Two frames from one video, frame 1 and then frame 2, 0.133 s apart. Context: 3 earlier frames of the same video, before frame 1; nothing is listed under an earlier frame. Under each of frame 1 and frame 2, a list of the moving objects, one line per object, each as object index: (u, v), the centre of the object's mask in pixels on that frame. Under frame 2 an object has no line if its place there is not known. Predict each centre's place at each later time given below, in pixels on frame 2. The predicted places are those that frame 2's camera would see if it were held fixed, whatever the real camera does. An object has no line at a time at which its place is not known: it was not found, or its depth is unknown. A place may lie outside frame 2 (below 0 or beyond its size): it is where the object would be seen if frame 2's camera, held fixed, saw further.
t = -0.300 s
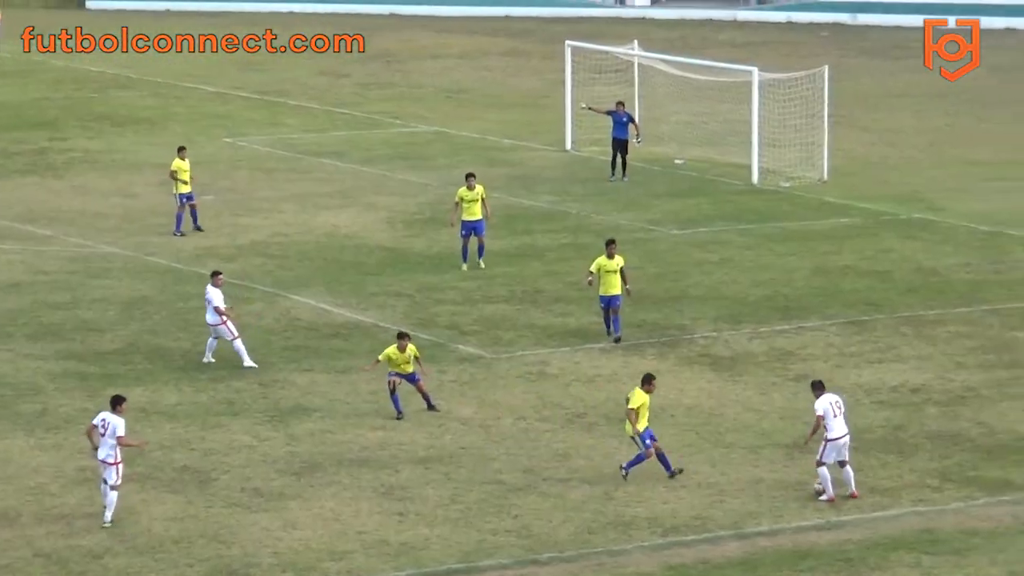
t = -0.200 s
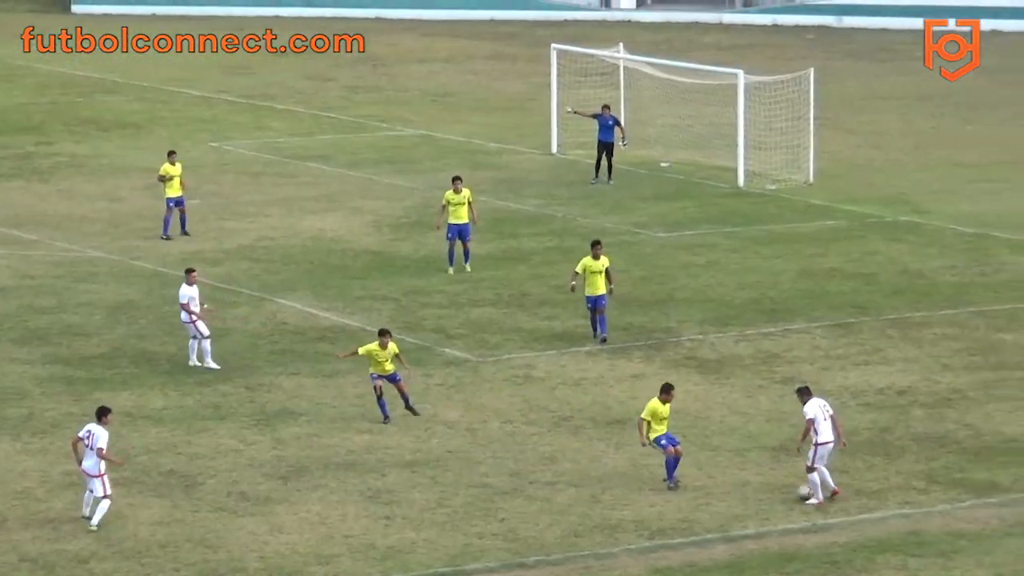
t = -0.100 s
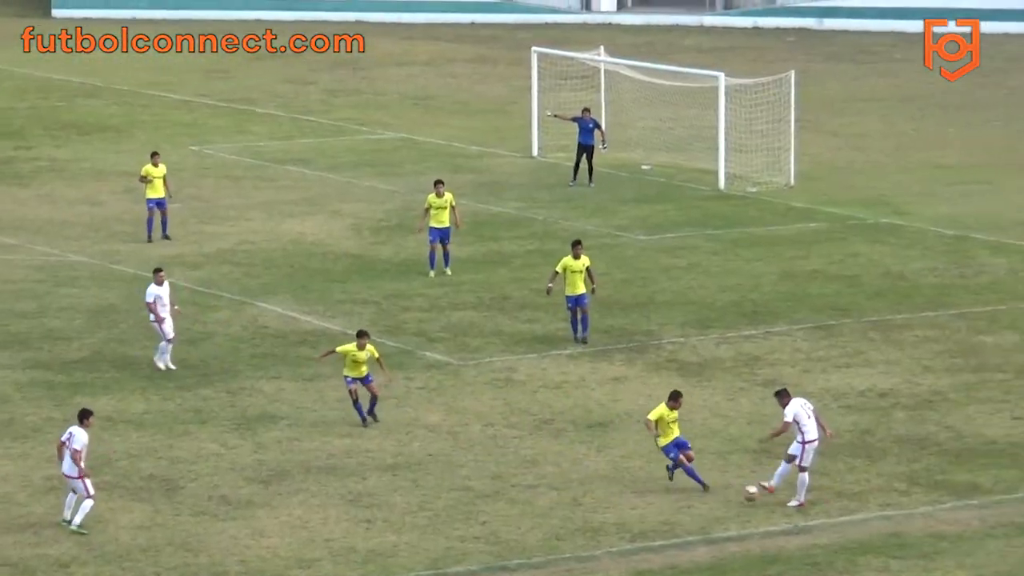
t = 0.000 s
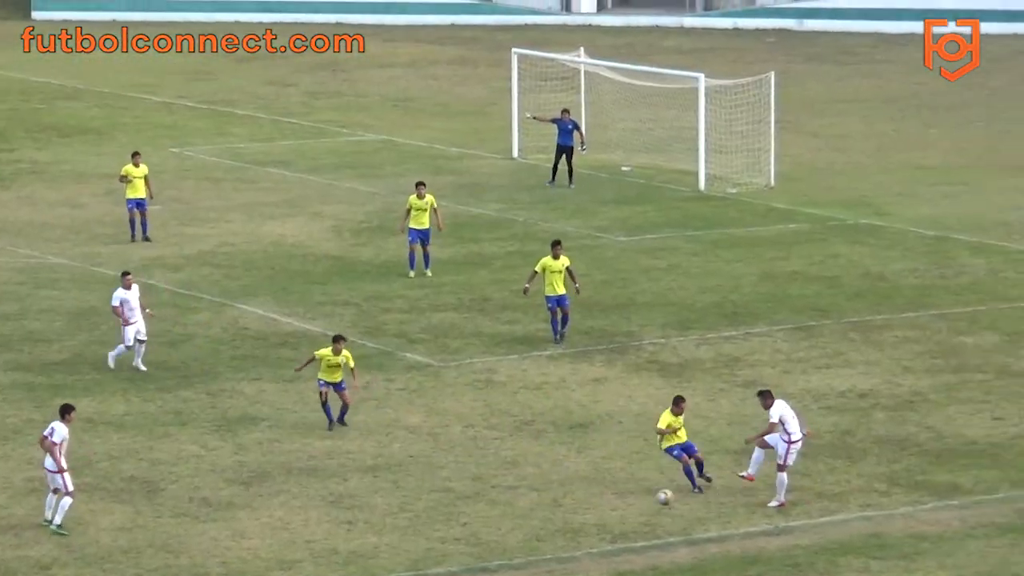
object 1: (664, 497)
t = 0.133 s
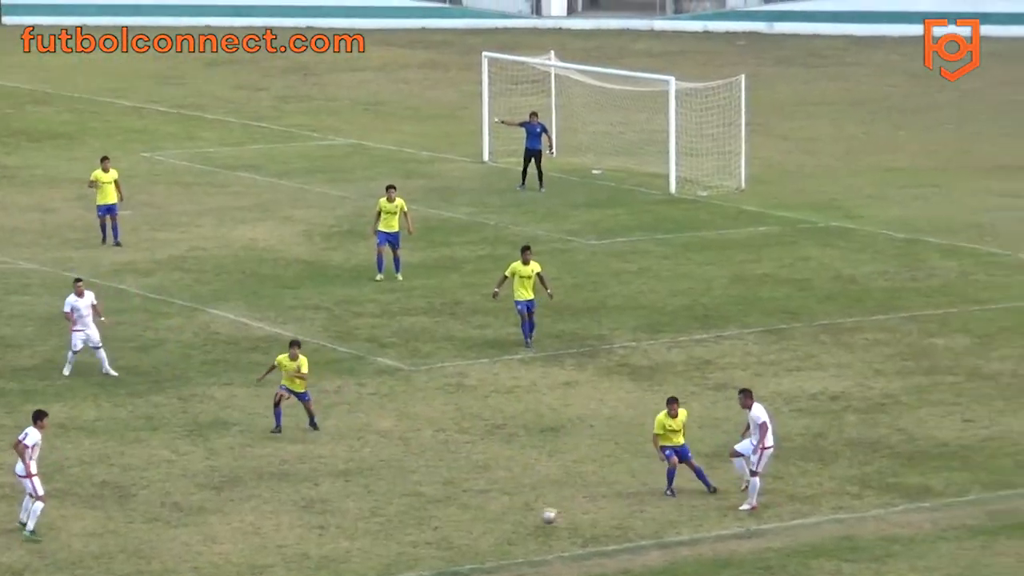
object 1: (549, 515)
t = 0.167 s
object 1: (528, 521)
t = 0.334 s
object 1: (443, 520)
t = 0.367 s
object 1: (425, 520)
